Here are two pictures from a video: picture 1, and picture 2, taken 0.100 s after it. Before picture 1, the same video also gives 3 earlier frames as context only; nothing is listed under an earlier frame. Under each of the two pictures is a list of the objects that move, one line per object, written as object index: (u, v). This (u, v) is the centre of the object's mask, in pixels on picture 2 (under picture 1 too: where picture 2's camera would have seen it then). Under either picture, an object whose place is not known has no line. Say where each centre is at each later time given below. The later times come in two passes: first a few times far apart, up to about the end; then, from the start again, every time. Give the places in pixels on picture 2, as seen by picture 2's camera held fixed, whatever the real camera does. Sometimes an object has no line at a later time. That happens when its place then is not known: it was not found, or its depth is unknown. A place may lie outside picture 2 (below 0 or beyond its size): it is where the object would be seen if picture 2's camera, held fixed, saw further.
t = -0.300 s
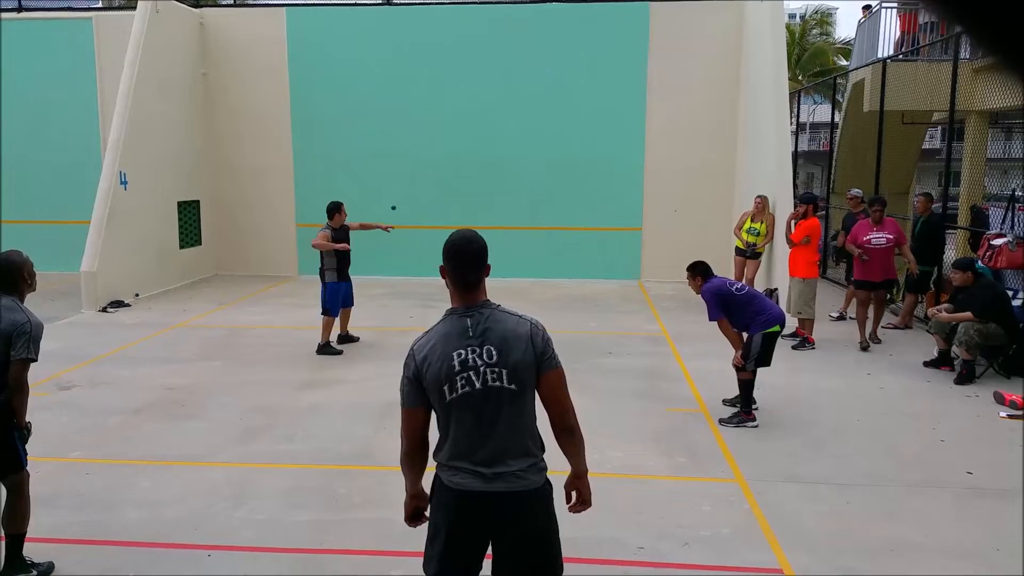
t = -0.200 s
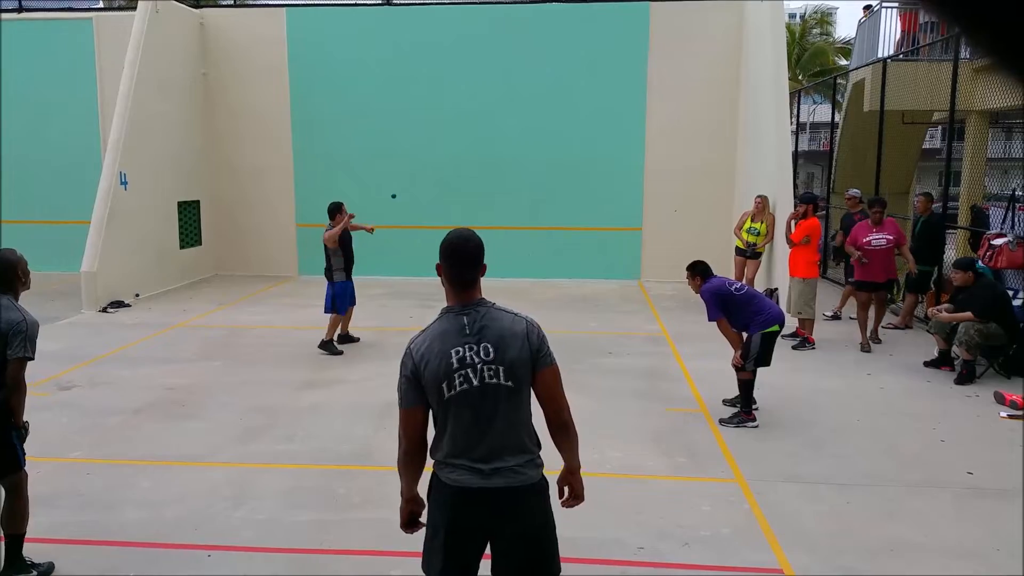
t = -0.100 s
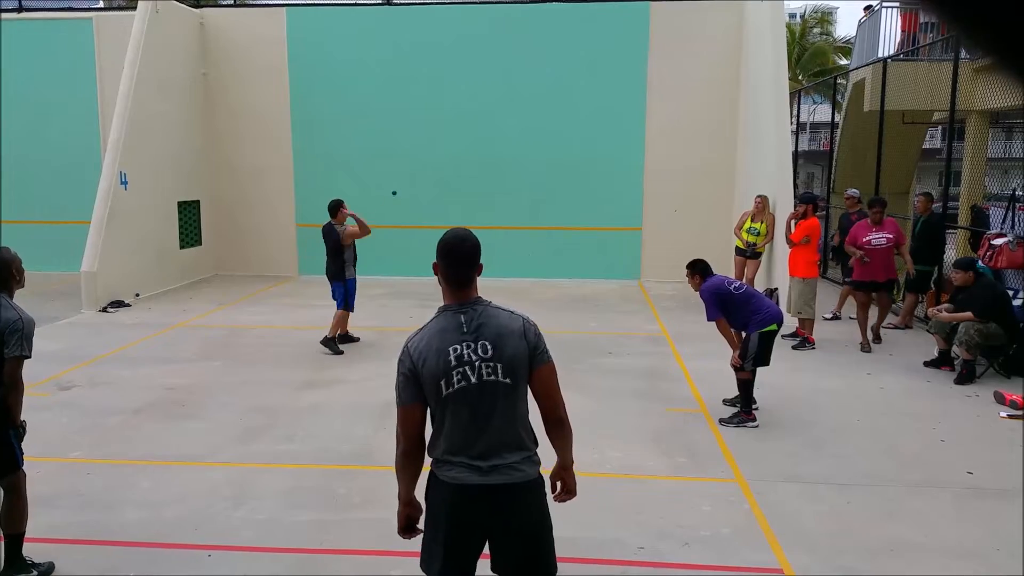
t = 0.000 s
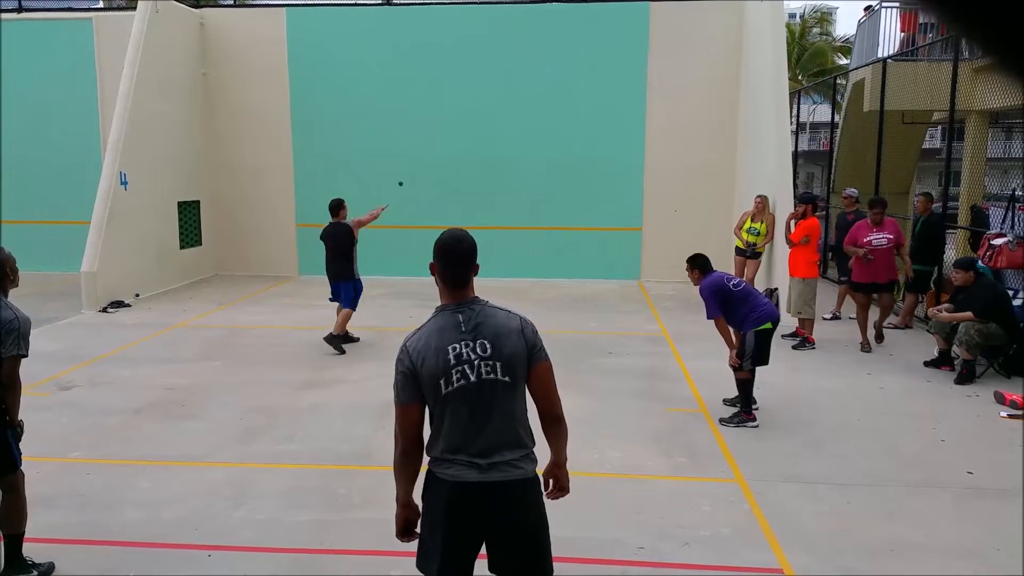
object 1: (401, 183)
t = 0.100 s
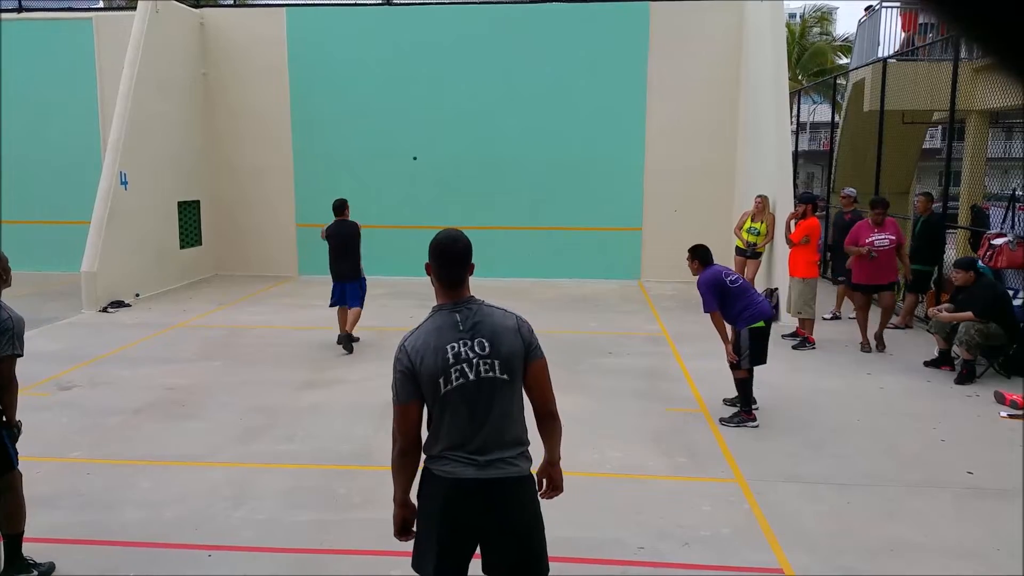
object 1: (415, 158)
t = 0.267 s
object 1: (423, 141)
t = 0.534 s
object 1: (343, 146)
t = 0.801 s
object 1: (214, 224)
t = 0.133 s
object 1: (418, 153)
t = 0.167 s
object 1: (422, 148)
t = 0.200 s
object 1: (425, 145)
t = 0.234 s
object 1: (428, 143)
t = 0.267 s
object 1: (423, 141)
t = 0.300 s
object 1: (415, 140)
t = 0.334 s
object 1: (406, 138)
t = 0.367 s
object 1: (397, 138)
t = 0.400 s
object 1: (387, 138)
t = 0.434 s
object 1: (377, 139)
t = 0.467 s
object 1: (366, 140)
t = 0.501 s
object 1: (354, 143)
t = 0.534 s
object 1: (343, 146)
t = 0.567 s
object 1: (330, 151)
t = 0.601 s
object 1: (316, 157)
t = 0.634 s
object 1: (302, 164)
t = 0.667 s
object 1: (287, 172)
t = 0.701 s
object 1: (270, 182)
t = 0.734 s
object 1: (253, 194)
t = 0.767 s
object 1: (234, 208)
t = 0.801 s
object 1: (214, 224)
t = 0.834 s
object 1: (190, 242)
